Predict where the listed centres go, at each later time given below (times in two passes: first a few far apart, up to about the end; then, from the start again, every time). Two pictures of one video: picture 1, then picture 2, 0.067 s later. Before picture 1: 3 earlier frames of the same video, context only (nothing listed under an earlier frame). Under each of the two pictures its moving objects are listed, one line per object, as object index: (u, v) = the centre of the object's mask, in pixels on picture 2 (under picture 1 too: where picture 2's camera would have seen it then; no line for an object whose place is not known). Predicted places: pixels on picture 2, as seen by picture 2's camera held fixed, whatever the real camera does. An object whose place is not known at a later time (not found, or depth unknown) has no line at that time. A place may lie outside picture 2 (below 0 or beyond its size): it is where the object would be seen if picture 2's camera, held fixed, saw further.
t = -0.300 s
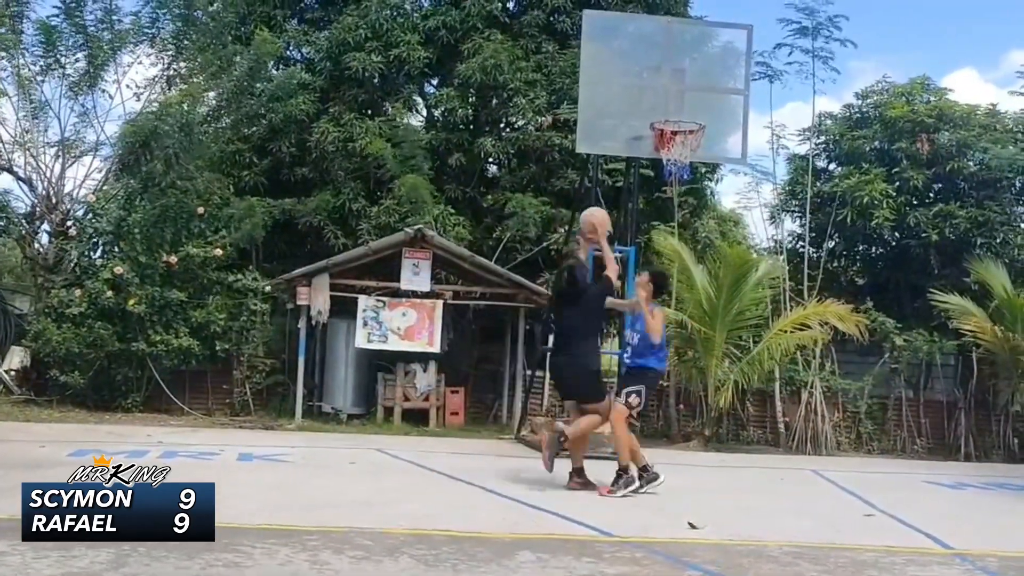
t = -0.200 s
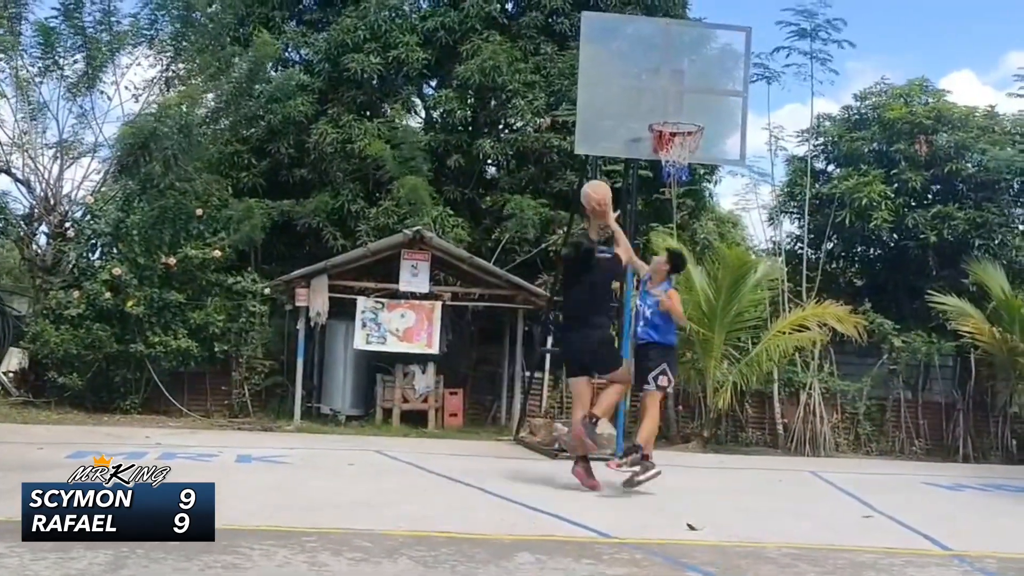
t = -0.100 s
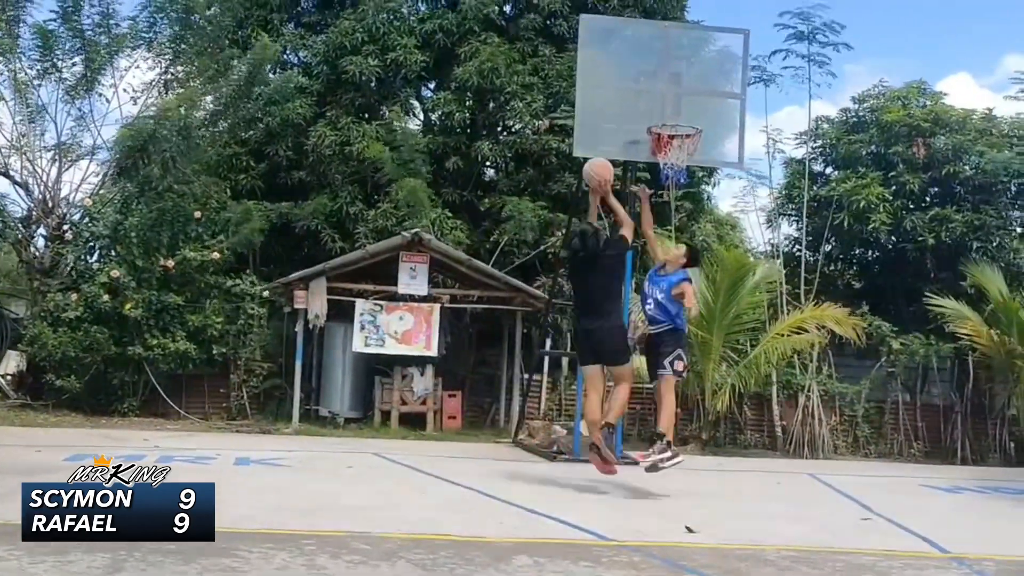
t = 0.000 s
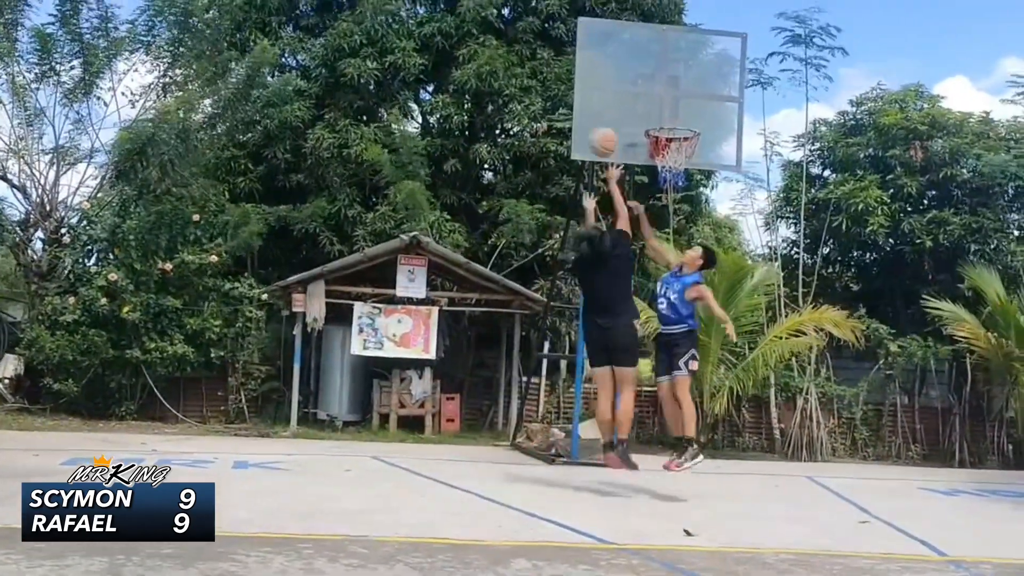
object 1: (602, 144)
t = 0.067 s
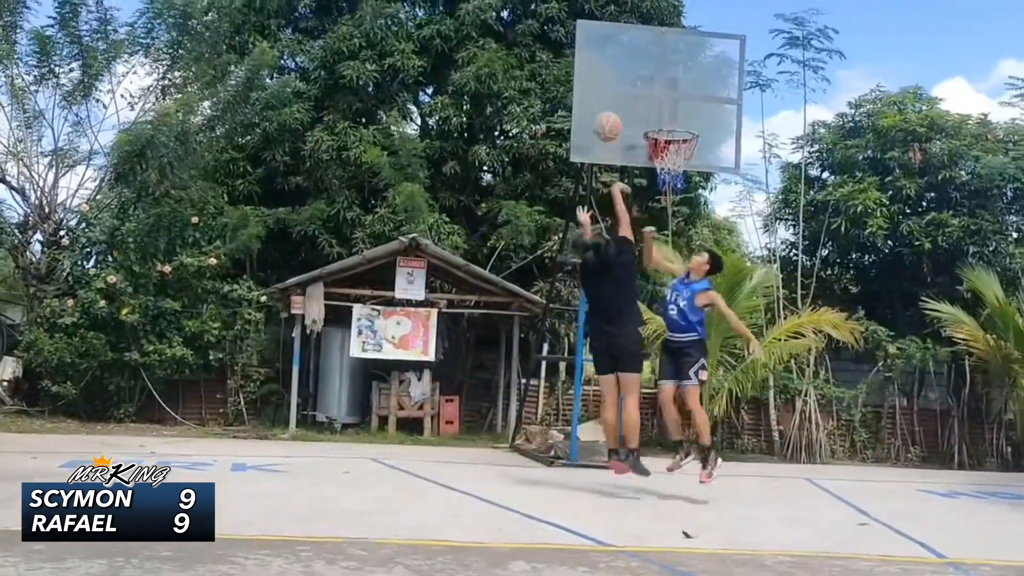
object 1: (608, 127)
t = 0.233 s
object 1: (621, 101)
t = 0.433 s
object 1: (636, 111)
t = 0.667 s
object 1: (655, 107)
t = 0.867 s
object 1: (667, 116)
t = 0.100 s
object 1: (611, 117)
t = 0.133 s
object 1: (613, 113)
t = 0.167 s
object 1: (616, 107)
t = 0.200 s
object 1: (619, 103)
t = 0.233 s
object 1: (621, 101)
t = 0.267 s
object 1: (624, 100)
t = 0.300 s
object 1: (628, 100)
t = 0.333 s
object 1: (628, 101)
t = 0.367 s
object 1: (630, 105)
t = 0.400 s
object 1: (633, 109)
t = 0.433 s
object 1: (636, 111)
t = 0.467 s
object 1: (638, 116)
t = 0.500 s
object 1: (647, 120)
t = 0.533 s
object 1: (649, 119)
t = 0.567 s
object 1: (650, 117)
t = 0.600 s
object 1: (653, 110)
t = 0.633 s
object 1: (654, 108)
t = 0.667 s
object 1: (655, 107)
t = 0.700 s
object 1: (657, 106)
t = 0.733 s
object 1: (659, 108)
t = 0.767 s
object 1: (660, 110)
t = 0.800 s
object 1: (663, 115)
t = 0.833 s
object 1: (665, 116)
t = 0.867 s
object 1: (667, 116)
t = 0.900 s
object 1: (669, 113)
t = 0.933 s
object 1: (672, 111)
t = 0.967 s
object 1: (674, 111)
